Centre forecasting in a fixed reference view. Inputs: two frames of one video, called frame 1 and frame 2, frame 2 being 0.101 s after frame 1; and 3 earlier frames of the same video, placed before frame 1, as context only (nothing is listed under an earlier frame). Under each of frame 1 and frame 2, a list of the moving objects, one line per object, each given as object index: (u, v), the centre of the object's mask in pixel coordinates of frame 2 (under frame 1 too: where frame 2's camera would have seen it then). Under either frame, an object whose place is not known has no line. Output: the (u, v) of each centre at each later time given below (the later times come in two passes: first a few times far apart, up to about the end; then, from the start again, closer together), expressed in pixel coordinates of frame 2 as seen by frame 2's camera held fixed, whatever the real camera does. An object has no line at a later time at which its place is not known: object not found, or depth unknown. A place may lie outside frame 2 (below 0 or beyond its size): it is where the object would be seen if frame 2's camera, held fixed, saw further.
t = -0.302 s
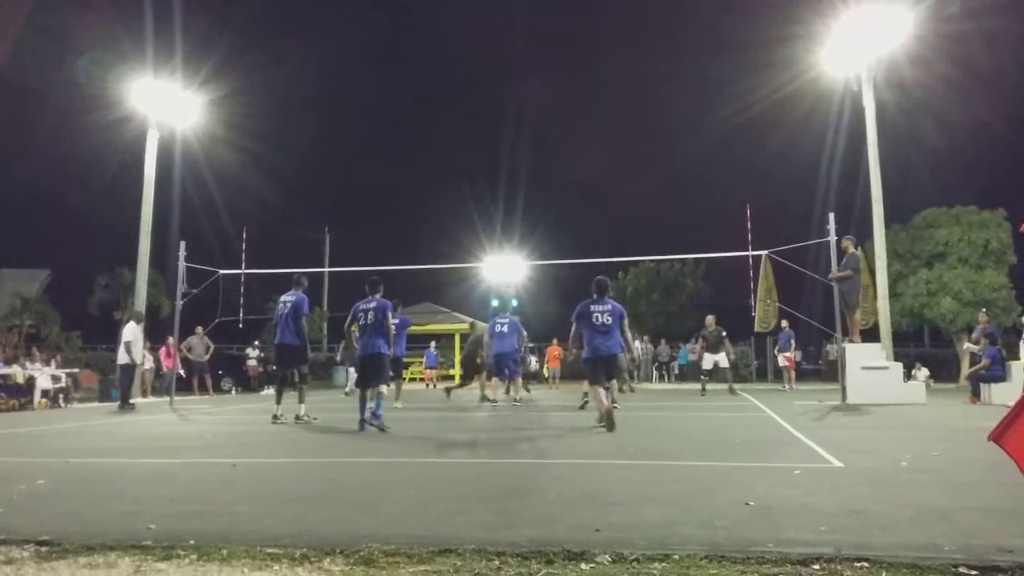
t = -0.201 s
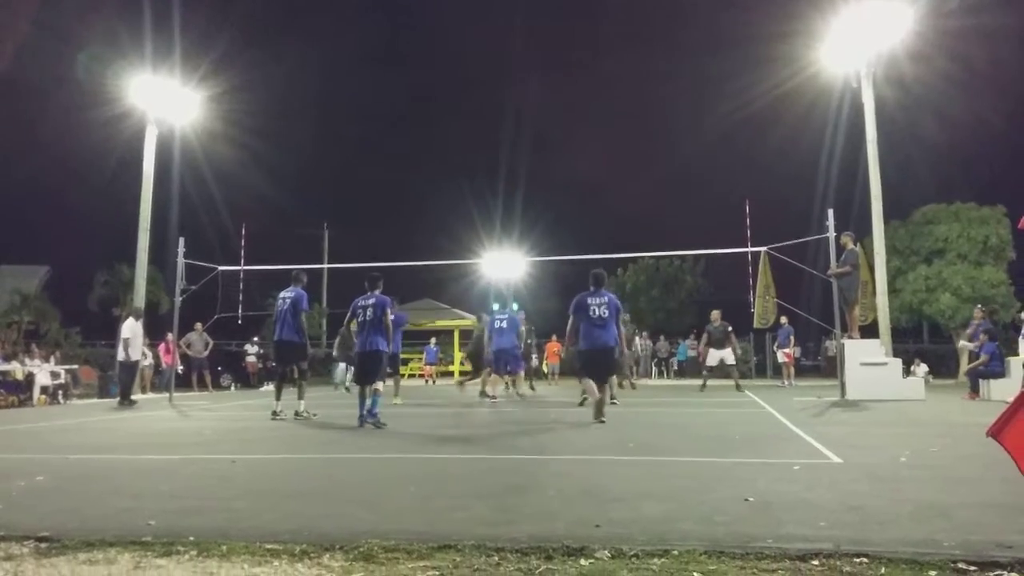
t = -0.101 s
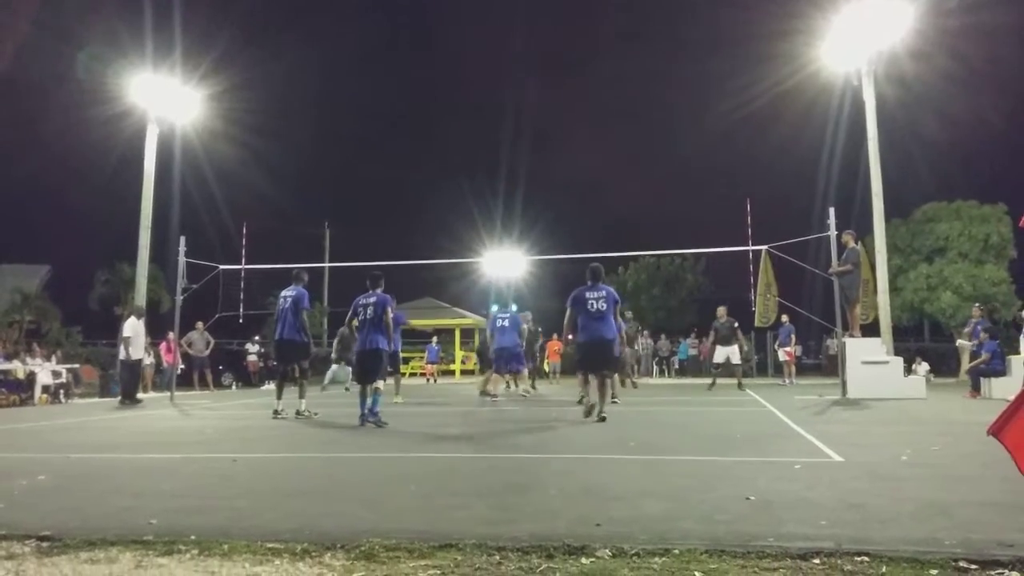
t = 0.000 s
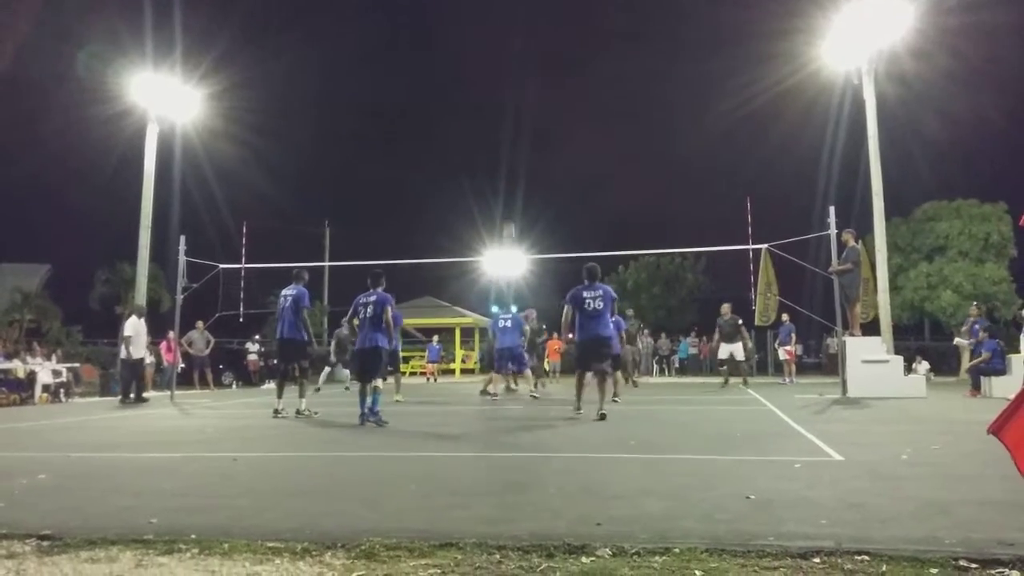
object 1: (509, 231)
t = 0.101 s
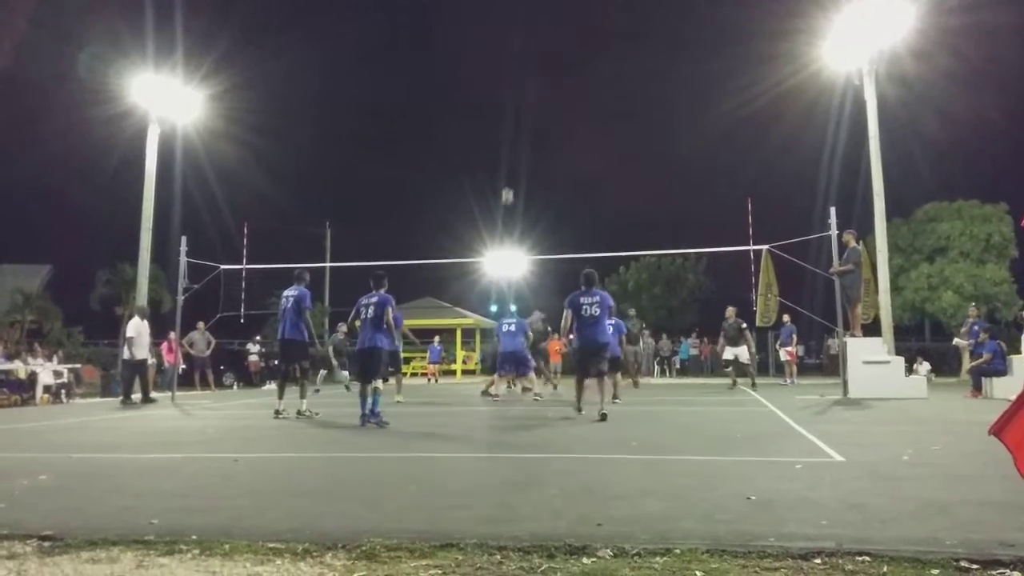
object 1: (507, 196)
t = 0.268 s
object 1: (504, 149)
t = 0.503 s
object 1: (500, 105)
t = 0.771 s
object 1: (496, 89)
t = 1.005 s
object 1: (493, 104)
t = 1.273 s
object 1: (491, 156)
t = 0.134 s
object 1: (507, 186)
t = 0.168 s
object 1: (506, 176)
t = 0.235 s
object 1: (505, 157)
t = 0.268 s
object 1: (504, 149)
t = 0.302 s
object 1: (504, 141)
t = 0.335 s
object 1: (503, 134)
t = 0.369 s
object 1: (502, 127)
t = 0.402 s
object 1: (501, 120)
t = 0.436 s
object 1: (501, 115)
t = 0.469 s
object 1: (500, 110)
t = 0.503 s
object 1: (500, 105)
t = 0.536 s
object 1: (499, 102)
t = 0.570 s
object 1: (499, 98)
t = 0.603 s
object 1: (498, 95)
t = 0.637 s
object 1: (498, 93)
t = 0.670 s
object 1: (497, 91)
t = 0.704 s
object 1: (497, 90)
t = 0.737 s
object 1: (496, 89)
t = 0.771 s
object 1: (496, 89)
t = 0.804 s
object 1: (495, 89)
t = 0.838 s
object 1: (495, 90)
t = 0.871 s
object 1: (494, 92)
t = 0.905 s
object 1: (494, 95)
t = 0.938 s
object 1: (493, 98)
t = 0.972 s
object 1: (493, 101)
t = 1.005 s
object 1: (493, 104)
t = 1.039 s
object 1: (492, 109)
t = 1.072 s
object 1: (492, 115)
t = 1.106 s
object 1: (492, 121)
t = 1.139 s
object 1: (492, 127)
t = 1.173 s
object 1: (492, 134)
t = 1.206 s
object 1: (491, 141)
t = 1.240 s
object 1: (491, 148)
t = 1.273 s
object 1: (491, 156)
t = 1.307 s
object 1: (491, 166)
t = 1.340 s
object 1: (491, 176)
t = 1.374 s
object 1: (491, 186)
